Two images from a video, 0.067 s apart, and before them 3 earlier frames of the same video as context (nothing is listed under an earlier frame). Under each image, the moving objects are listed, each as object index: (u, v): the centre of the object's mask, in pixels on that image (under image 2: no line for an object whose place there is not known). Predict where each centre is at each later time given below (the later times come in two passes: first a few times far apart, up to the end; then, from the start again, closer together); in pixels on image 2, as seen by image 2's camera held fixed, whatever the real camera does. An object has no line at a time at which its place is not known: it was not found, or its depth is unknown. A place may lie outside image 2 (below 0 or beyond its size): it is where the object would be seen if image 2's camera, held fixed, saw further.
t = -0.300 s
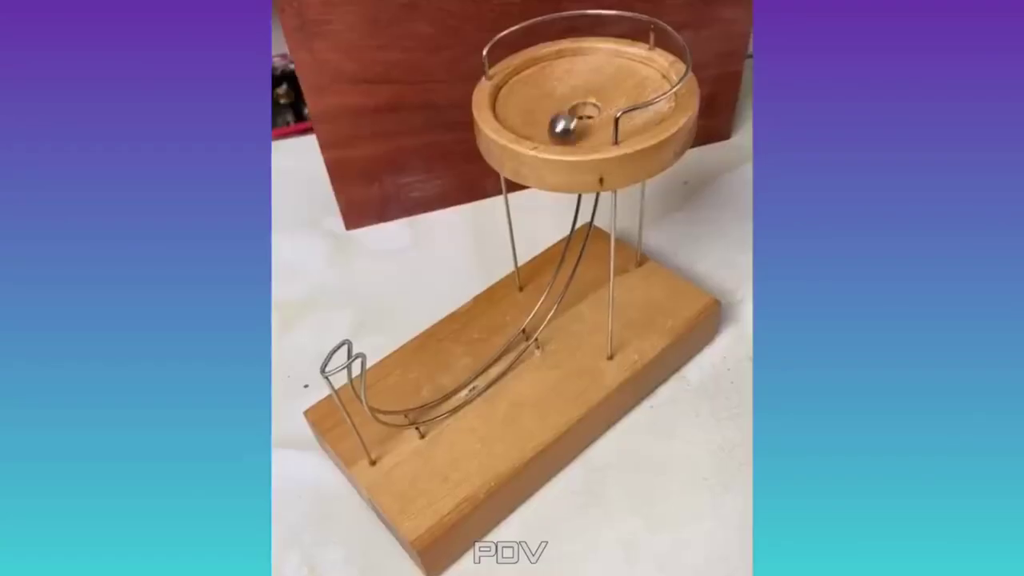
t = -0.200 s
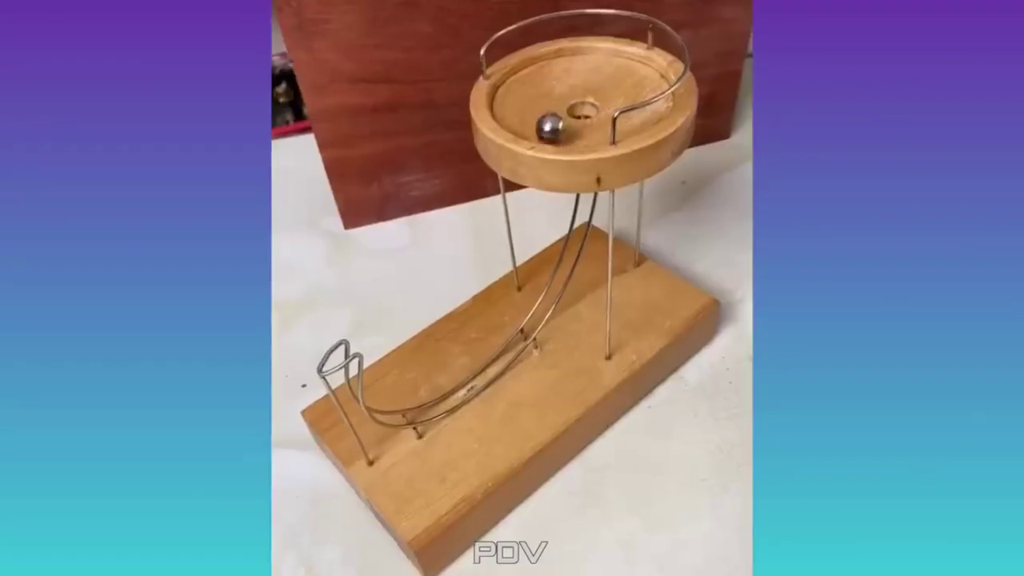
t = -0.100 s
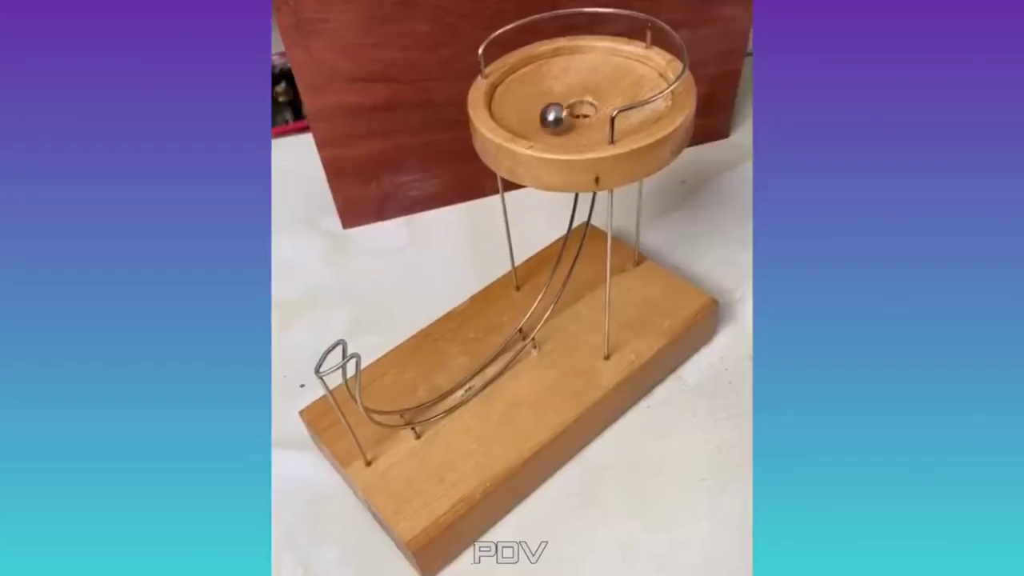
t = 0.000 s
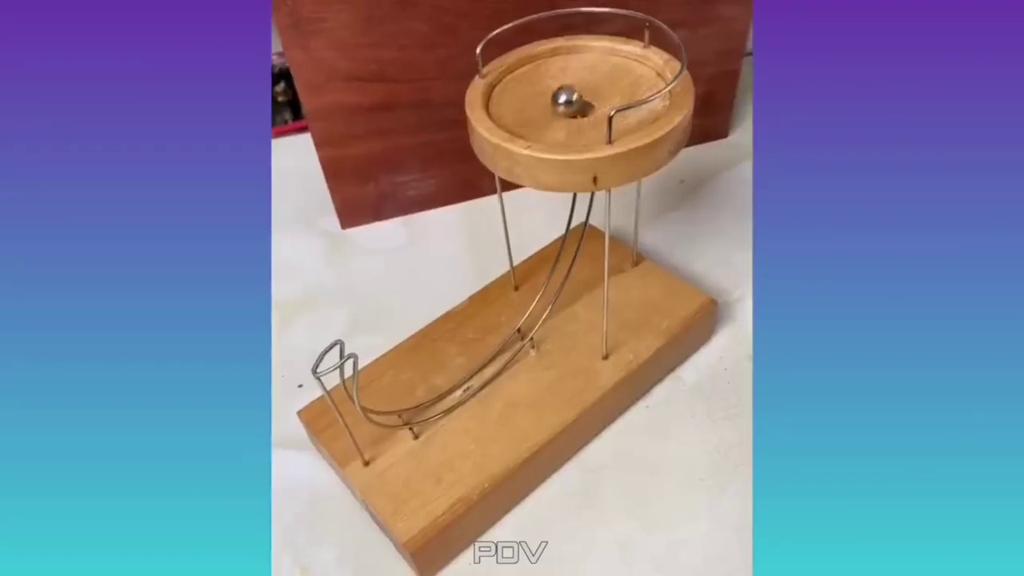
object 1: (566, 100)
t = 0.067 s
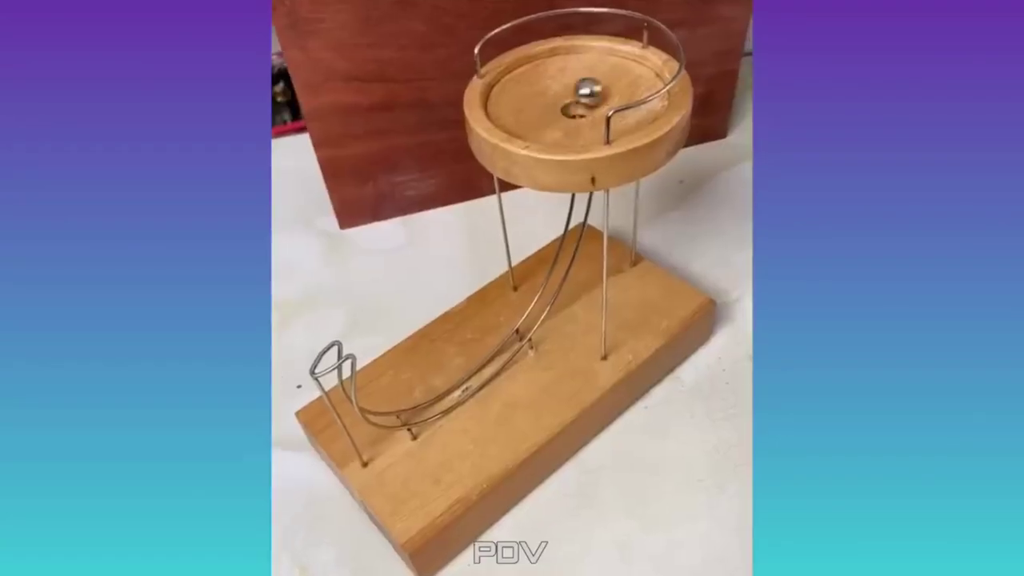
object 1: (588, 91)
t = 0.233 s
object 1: (619, 94)
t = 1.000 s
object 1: (554, 70)
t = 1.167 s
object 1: (571, 92)
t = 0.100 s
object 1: (598, 92)
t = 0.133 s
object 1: (606, 92)
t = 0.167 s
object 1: (612, 92)
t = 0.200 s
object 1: (616, 93)
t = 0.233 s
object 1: (619, 94)
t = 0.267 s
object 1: (619, 95)
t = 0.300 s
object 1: (618, 96)
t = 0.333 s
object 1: (615, 98)
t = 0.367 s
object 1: (610, 99)
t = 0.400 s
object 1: (604, 102)
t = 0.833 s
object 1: (551, 69)
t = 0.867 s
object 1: (551, 69)
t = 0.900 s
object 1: (551, 69)
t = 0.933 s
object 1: (551, 68)
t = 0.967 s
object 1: (552, 69)
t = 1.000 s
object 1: (554, 70)
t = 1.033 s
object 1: (557, 73)
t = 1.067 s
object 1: (559, 75)
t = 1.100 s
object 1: (562, 79)
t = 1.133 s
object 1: (565, 82)
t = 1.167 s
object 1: (571, 92)
